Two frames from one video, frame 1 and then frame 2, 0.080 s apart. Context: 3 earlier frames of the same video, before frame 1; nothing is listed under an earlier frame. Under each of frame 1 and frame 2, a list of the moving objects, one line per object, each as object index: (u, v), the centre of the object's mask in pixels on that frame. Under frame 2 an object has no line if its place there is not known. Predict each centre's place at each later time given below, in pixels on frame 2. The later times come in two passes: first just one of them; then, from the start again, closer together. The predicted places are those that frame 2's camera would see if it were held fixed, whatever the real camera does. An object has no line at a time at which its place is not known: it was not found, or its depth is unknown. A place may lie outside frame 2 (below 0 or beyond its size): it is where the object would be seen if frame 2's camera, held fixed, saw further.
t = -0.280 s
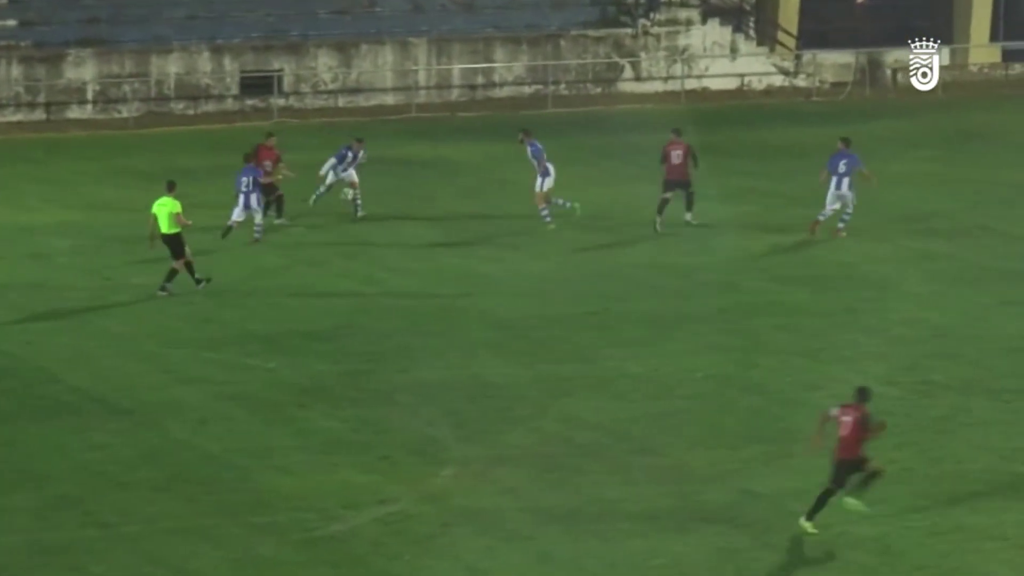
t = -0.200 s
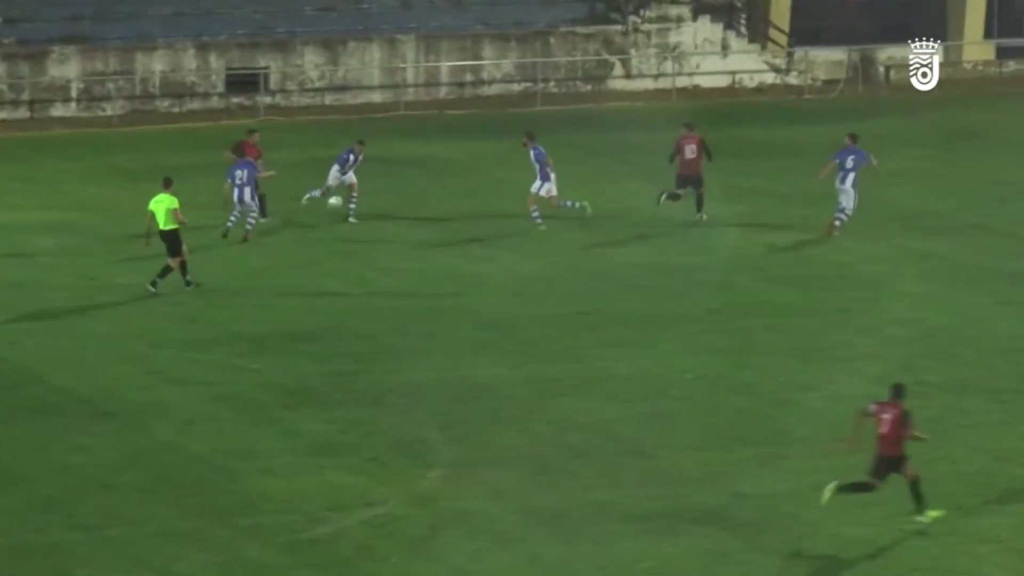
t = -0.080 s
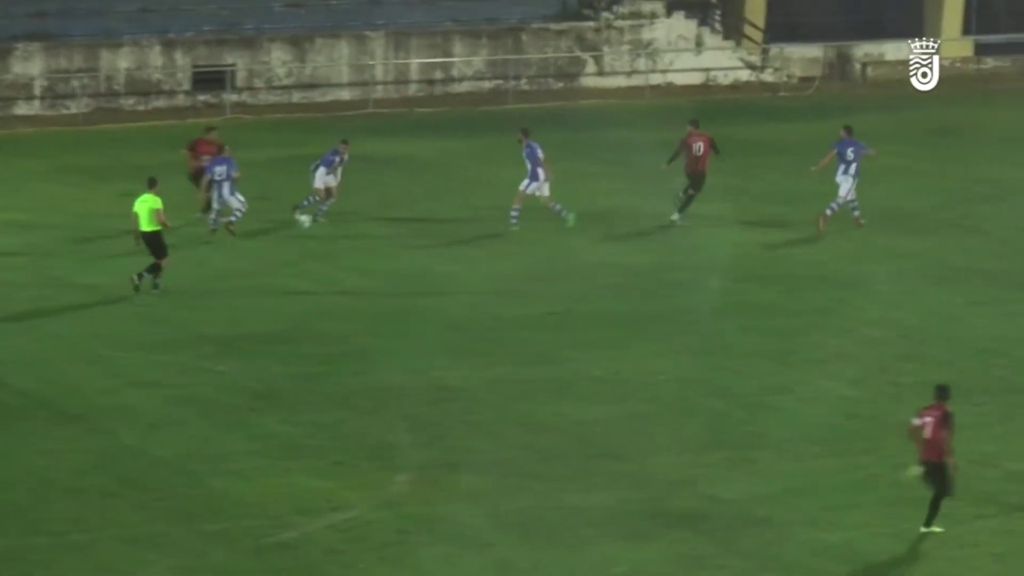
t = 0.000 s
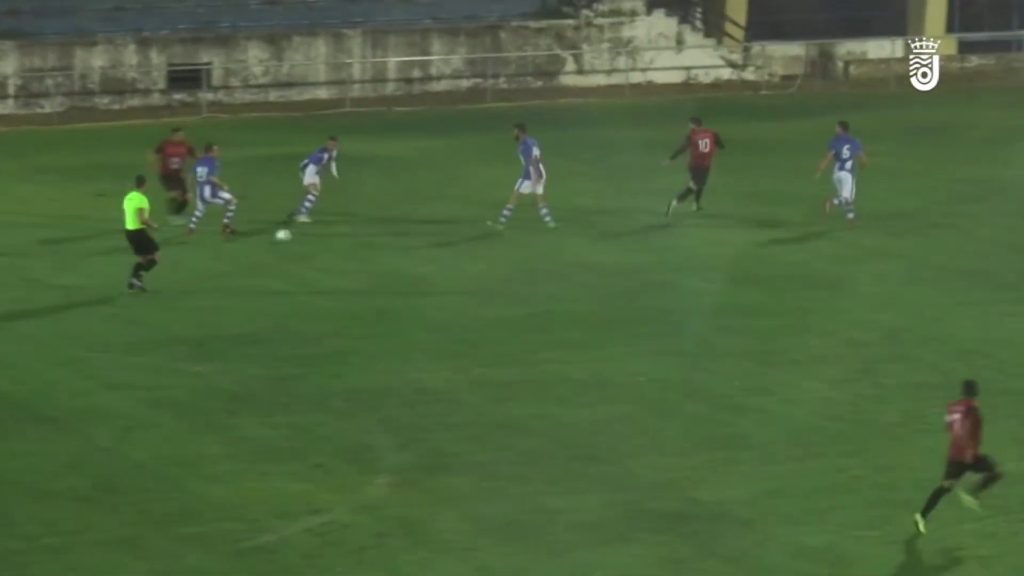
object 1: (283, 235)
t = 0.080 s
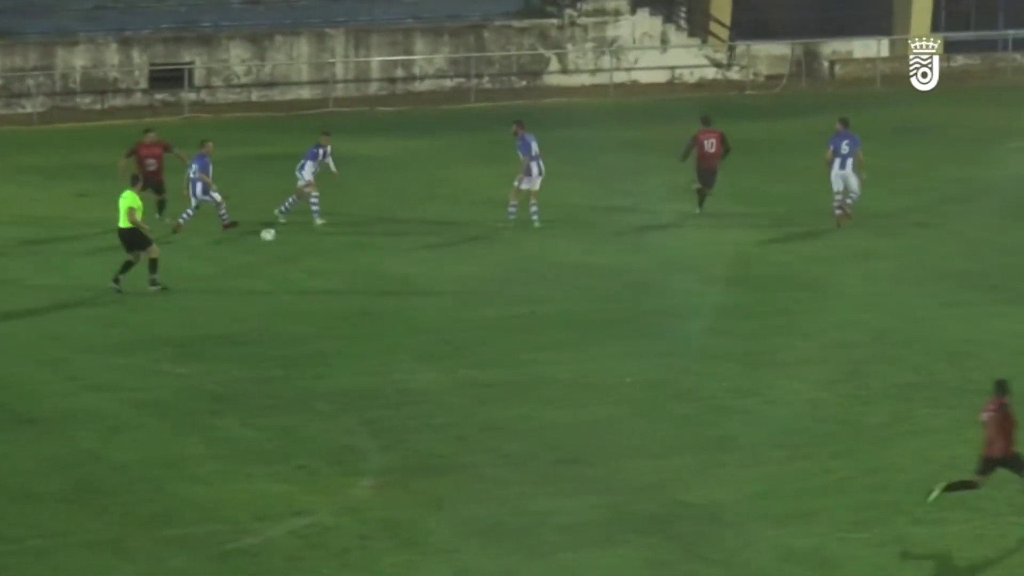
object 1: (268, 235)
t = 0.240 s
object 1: (270, 245)
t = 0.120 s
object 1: (269, 235)
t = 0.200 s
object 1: (267, 240)
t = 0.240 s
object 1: (270, 245)
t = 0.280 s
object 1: (274, 249)
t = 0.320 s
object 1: (279, 255)
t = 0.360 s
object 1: (279, 259)
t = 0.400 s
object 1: (282, 258)
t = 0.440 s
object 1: (286, 258)
